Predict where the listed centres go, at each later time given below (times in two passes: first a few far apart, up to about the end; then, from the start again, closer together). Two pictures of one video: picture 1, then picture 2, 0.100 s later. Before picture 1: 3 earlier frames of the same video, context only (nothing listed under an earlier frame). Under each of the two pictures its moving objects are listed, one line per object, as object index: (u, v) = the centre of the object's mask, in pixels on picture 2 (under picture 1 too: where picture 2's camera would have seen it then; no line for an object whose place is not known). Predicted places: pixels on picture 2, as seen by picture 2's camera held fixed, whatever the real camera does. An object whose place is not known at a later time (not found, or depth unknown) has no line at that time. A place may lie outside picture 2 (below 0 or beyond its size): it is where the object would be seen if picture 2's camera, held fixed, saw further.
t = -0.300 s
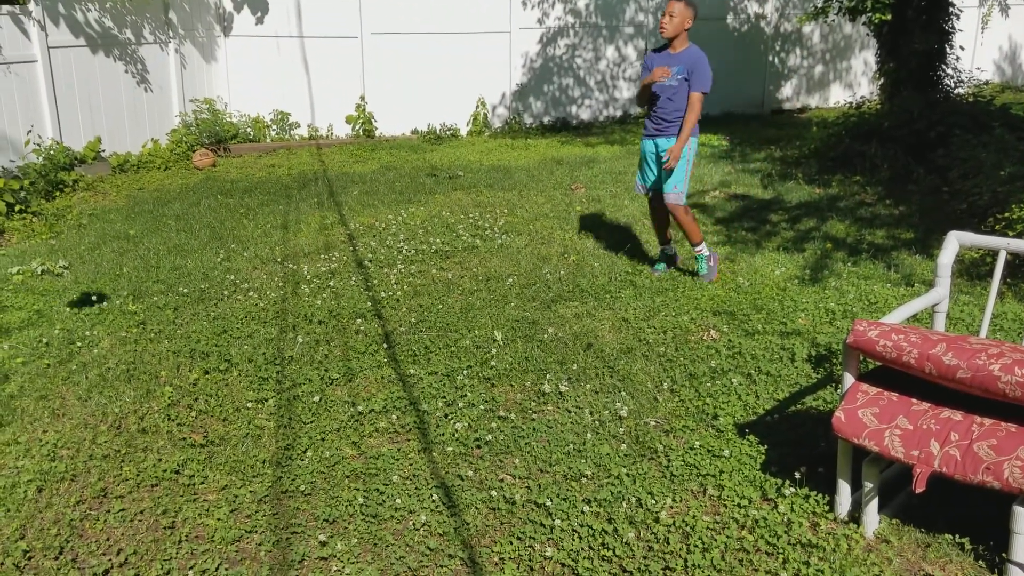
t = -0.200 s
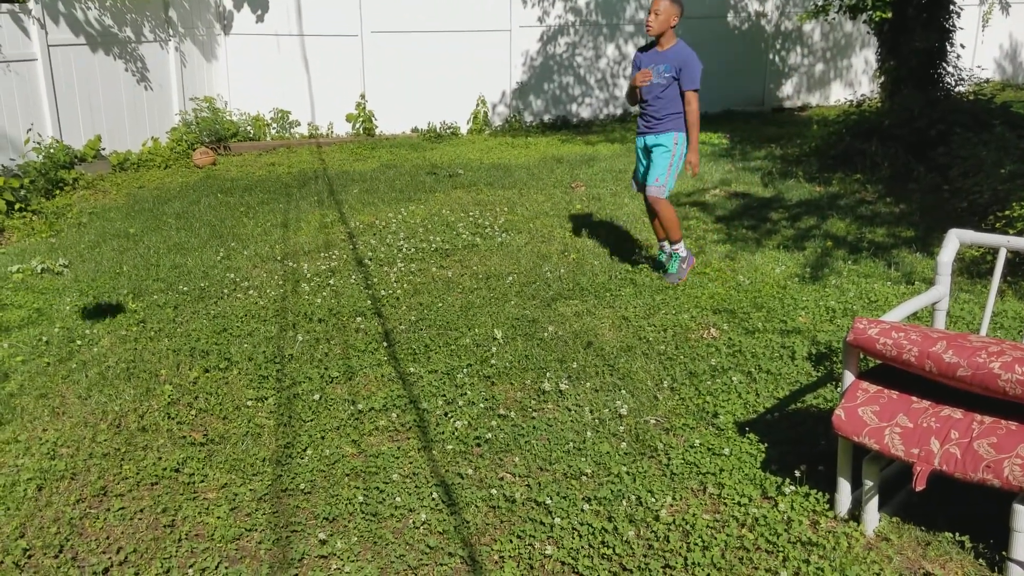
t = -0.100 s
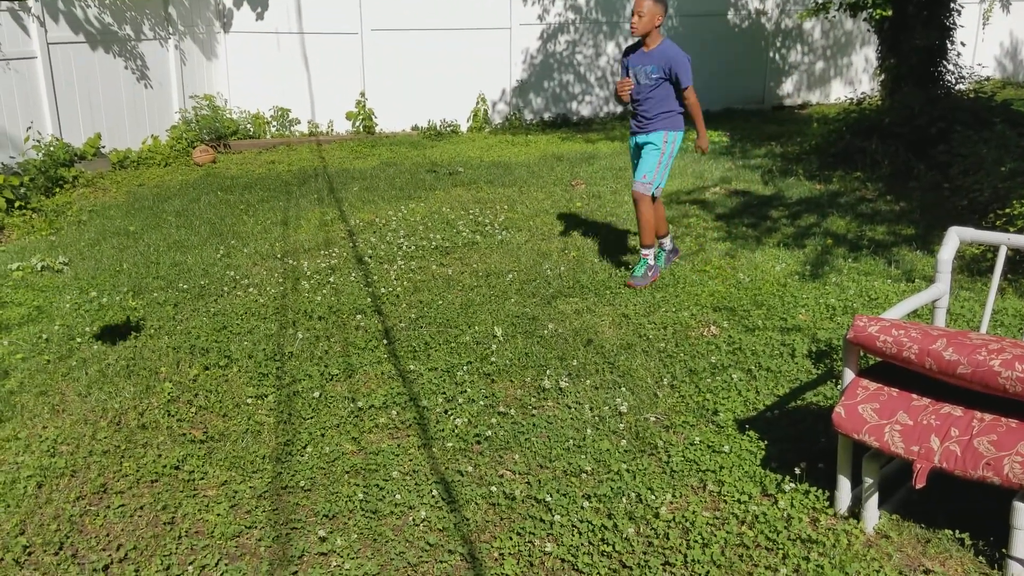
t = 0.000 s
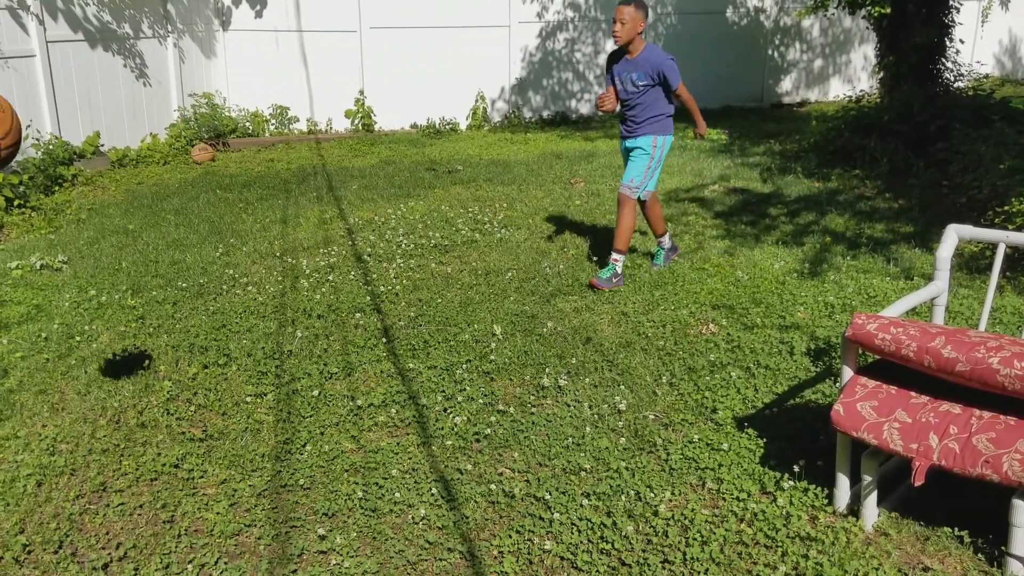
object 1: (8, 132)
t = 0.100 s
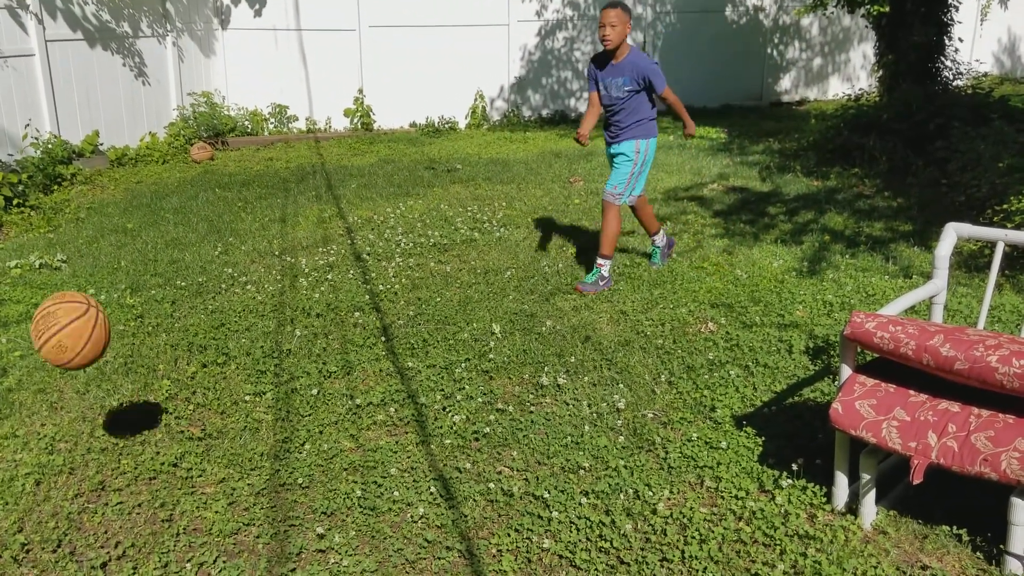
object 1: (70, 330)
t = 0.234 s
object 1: (133, 392)
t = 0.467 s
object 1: (156, 164)
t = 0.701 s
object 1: (192, 83)
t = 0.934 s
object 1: (239, 167)
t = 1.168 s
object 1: (288, 397)
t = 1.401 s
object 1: (310, 290)
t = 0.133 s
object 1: (99, 397)
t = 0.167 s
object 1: (126, 462)
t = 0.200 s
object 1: (130, 434)
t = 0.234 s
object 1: (133, 392)
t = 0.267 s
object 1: (135, 351)
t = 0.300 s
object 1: (138, 314)
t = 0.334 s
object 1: (141, 278)
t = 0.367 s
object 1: (145, 246)
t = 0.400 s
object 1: (148, 216)
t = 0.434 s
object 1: (152, 188)
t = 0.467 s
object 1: (156, 164)
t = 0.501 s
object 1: (160, 142)
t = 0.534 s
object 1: (165, 124)
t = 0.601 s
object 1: (175, 98)
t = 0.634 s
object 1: (180, 89)
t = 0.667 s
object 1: (186, 84)
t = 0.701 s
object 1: (192, 83)
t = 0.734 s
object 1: (198, 84)
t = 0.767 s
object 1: (204, 90)
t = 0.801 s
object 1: (211, 99)
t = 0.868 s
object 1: (225, 126)
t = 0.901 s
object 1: (232, 145)
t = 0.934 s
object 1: (239, 167)
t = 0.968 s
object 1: (246, 192)
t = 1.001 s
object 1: (253, 220)
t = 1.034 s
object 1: (261, 251)
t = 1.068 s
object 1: (268, 284)
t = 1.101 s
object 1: (275, 319)
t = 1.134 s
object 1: (282, 357)
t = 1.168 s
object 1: (288, 397)
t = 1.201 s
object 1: (293, 409)
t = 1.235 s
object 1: (295, 382)
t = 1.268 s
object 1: (298, 358)
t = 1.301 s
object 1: (300, 337)
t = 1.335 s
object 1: (304, 319)
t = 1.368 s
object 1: (307, 303)
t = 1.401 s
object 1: (310, 290)
